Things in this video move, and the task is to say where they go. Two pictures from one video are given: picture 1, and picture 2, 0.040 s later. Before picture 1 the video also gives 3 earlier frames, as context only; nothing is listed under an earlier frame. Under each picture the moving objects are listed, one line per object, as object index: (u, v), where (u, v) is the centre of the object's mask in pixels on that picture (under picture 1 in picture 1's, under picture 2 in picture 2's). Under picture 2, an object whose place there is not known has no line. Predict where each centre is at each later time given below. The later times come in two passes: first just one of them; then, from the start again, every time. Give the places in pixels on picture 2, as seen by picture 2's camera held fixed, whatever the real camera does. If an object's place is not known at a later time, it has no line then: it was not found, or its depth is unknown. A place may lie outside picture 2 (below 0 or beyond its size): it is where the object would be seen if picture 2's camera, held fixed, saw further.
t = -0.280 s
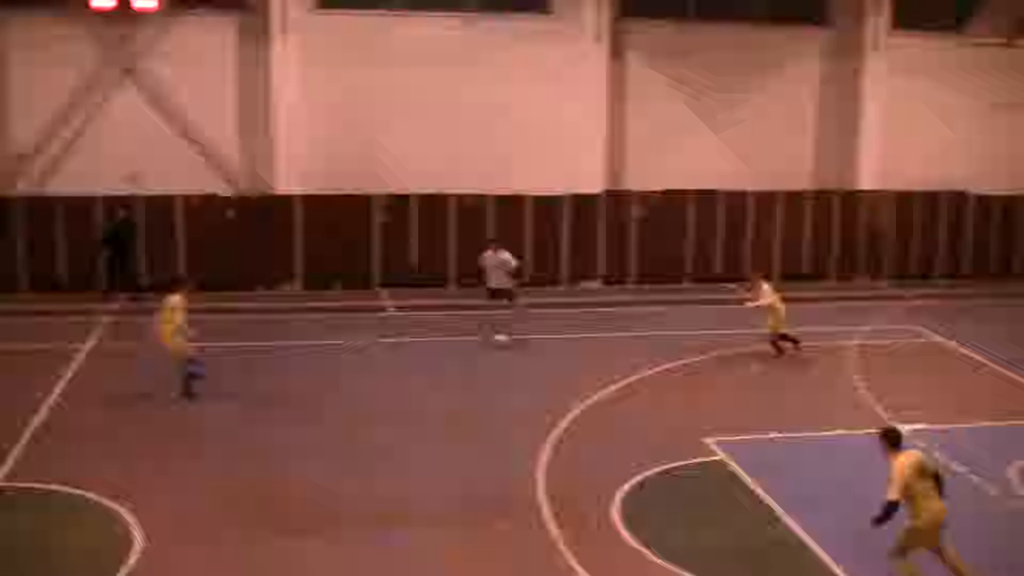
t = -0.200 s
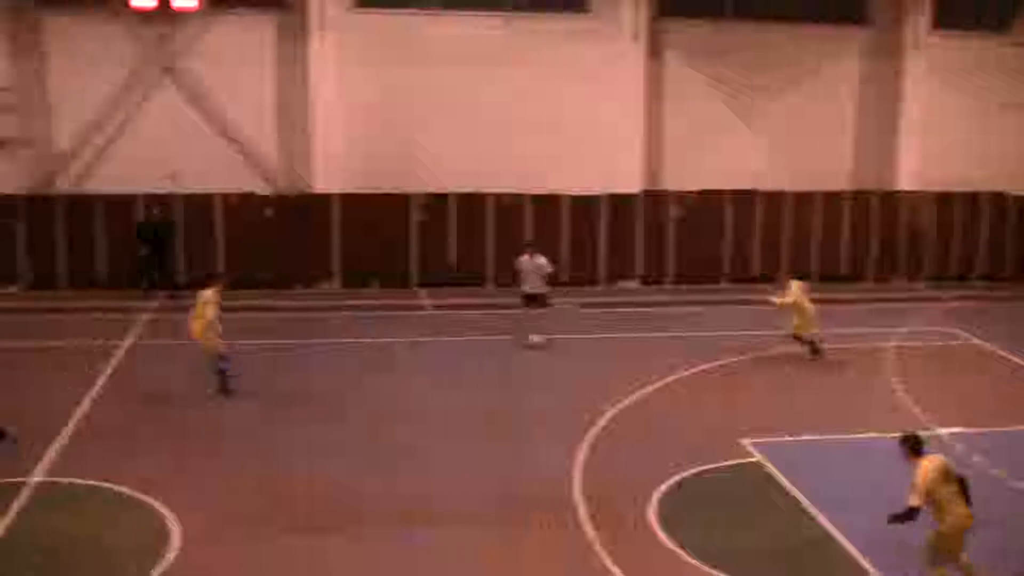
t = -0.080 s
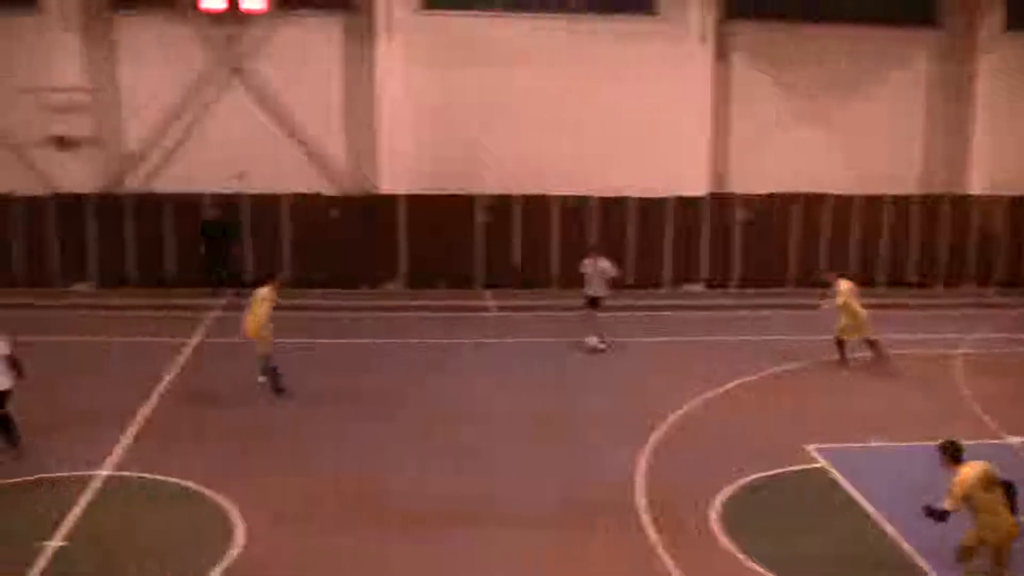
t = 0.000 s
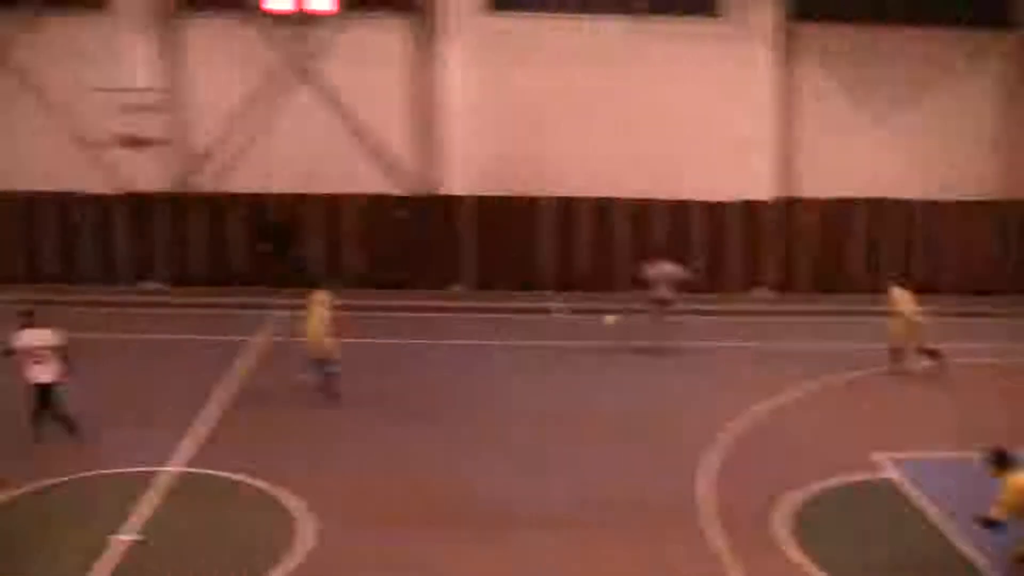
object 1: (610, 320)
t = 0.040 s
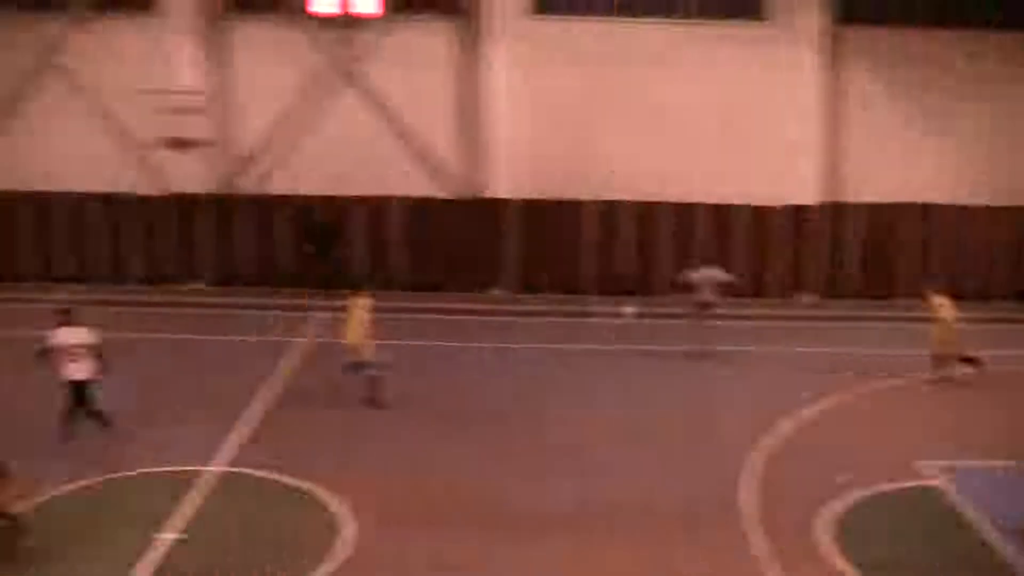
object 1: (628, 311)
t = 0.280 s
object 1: (481, 253)
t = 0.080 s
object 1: (604, 299)
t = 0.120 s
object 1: (582, 289)
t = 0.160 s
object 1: (556, 280)
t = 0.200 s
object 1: (532, 270)
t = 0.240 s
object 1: (507, 262)
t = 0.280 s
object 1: (481, 253)
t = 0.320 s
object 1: (457, 247)
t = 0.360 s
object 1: (434, 243)
